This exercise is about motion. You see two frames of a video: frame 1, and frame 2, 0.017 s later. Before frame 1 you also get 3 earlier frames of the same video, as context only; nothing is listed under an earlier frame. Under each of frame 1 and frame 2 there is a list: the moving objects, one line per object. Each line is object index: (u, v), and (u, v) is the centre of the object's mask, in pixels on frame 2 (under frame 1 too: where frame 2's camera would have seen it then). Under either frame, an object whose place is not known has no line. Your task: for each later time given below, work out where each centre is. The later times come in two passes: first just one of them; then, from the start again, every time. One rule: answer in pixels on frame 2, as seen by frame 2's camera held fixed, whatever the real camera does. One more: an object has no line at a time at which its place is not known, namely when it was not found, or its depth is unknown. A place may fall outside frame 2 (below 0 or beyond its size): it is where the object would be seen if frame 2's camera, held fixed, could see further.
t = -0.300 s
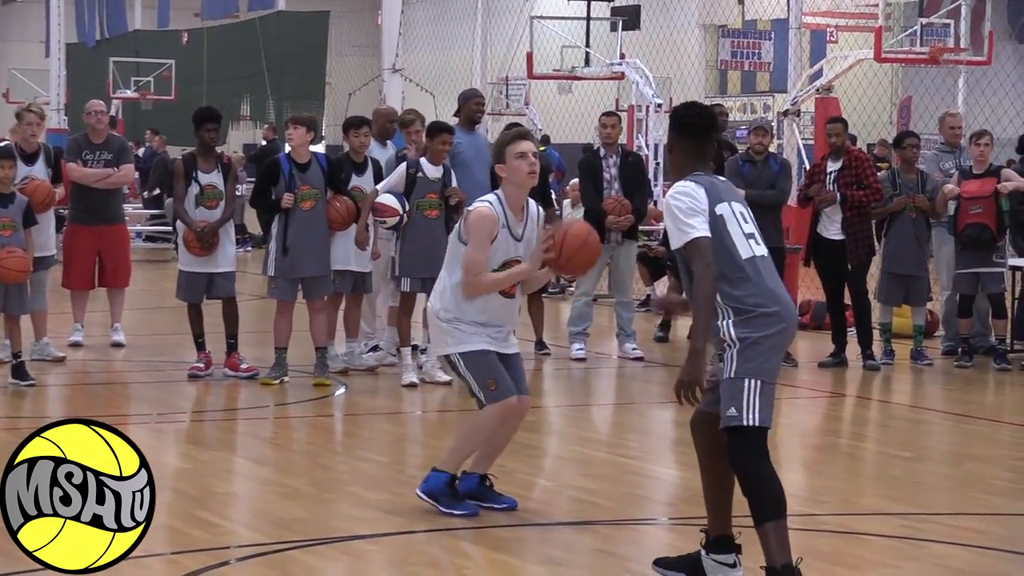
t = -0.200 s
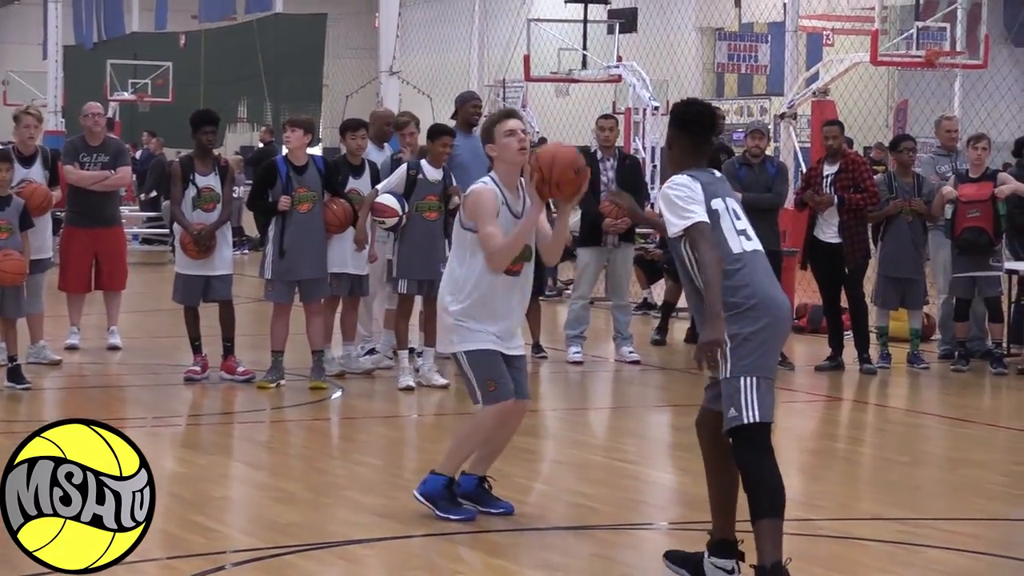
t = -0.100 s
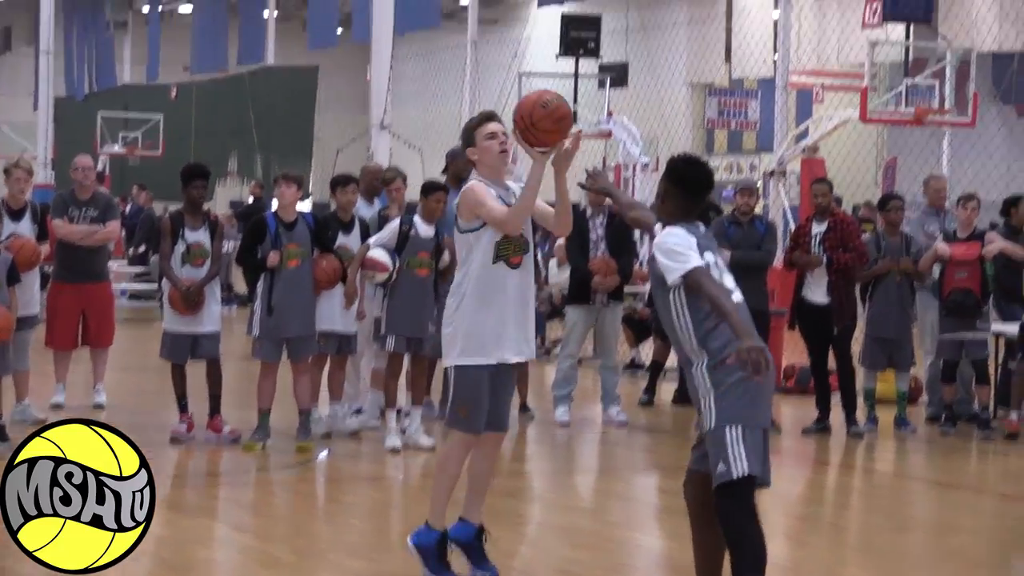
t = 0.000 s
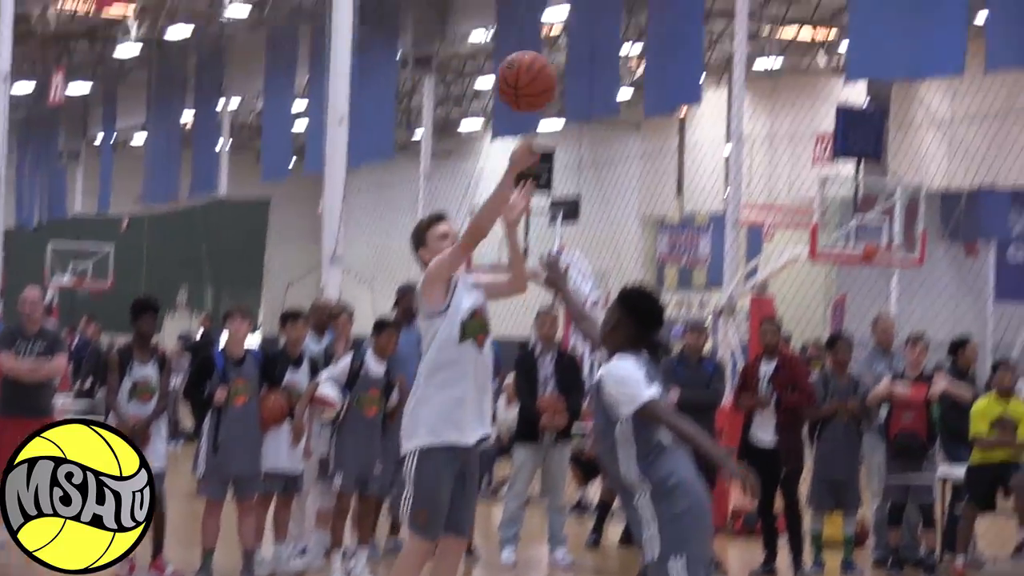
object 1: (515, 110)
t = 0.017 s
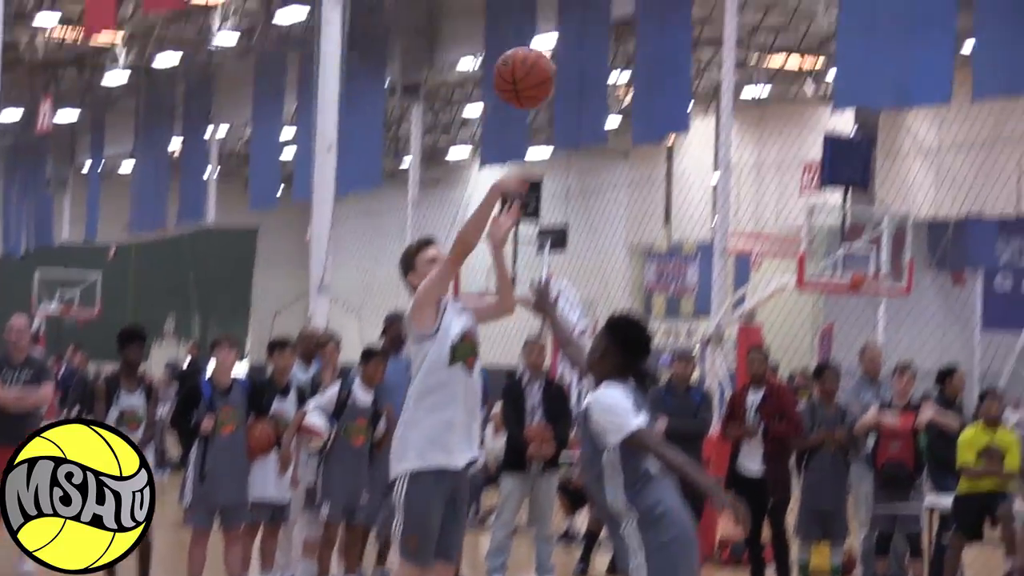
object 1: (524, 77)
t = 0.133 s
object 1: (592, -144)
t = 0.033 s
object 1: (533, 45)
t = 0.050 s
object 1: (542, 13)
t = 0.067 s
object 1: (552, -18)
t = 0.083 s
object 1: (562, -50)
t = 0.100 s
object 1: (572, -82)
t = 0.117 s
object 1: (582, -113)
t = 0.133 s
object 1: (592, -144)
